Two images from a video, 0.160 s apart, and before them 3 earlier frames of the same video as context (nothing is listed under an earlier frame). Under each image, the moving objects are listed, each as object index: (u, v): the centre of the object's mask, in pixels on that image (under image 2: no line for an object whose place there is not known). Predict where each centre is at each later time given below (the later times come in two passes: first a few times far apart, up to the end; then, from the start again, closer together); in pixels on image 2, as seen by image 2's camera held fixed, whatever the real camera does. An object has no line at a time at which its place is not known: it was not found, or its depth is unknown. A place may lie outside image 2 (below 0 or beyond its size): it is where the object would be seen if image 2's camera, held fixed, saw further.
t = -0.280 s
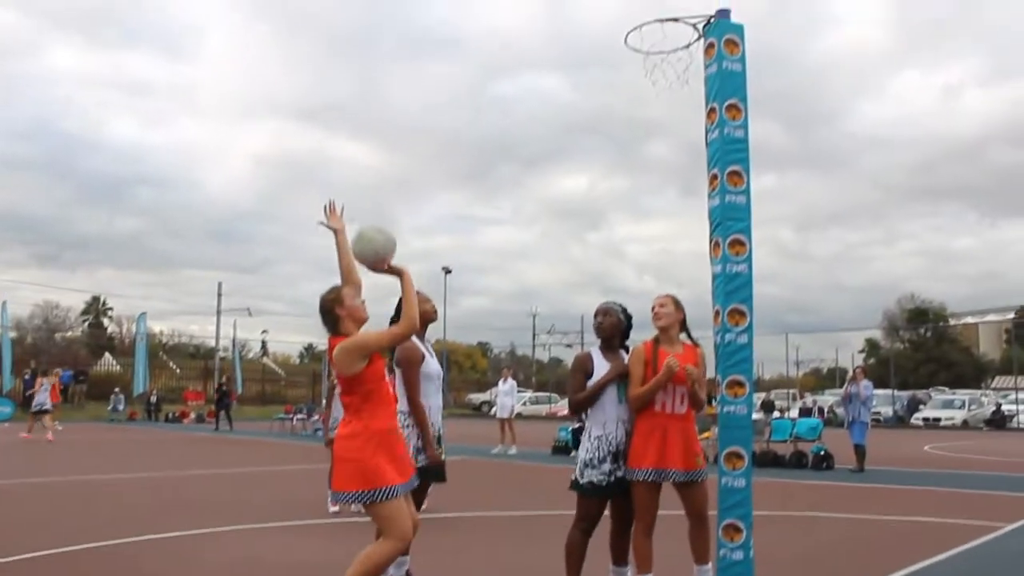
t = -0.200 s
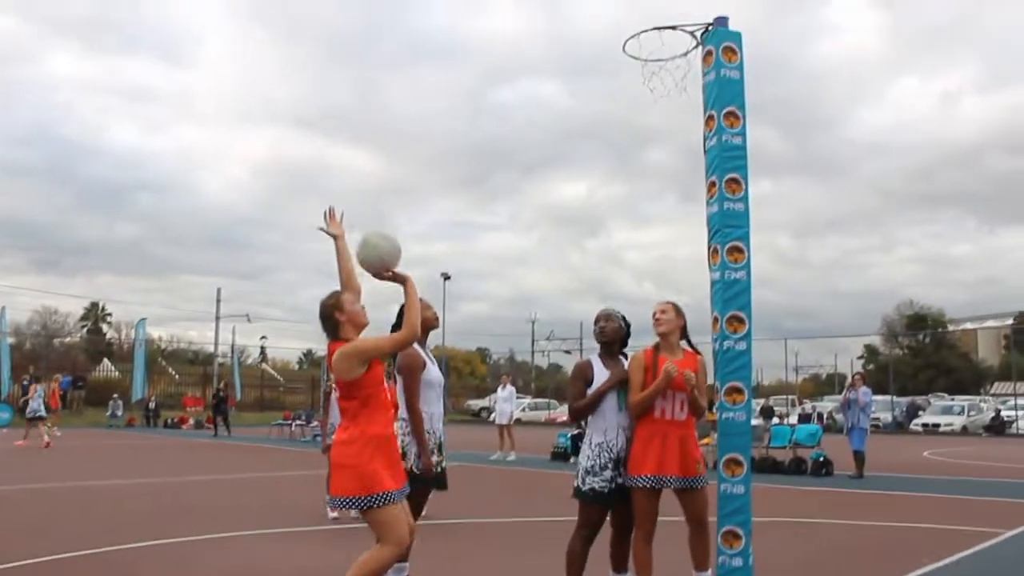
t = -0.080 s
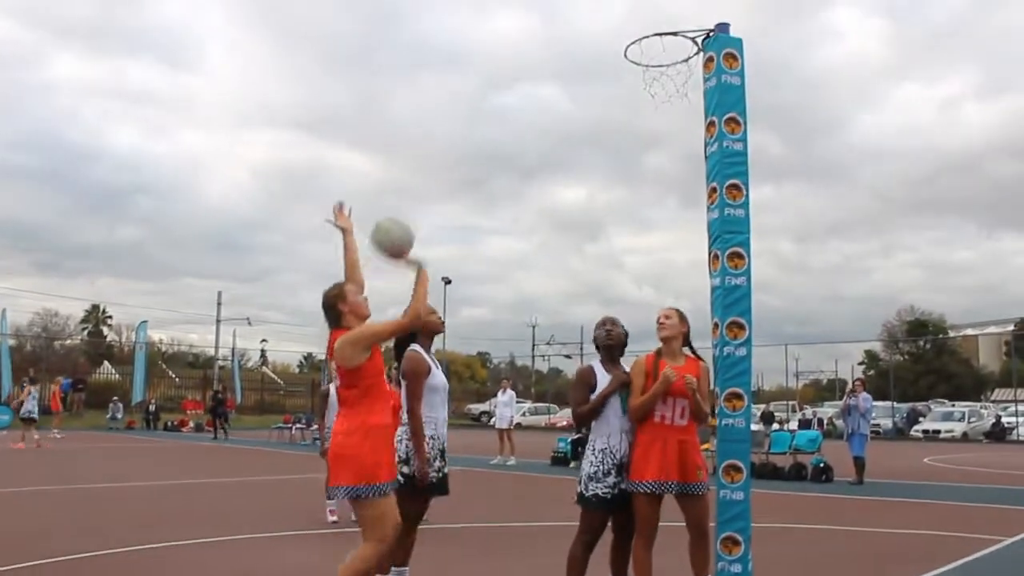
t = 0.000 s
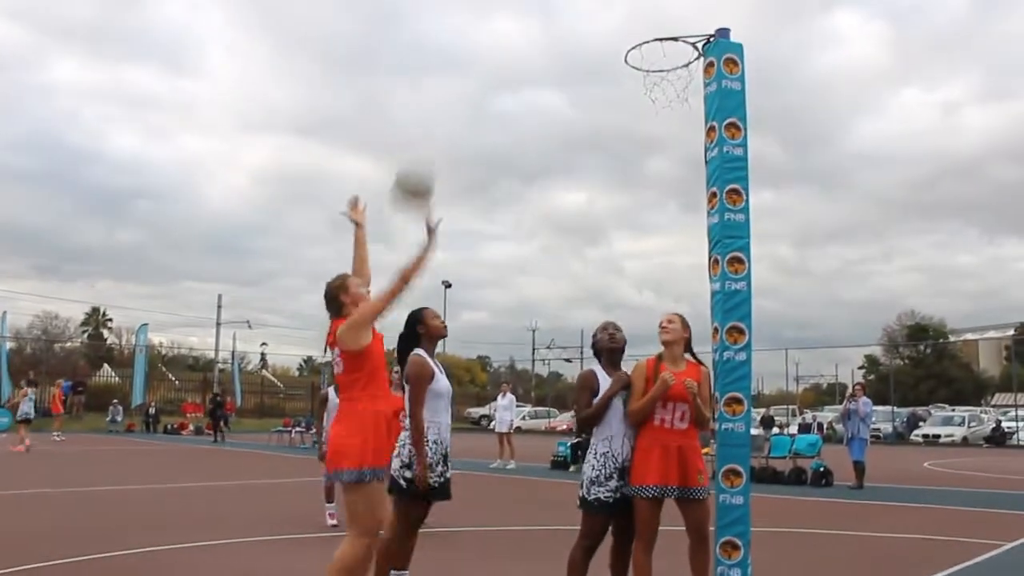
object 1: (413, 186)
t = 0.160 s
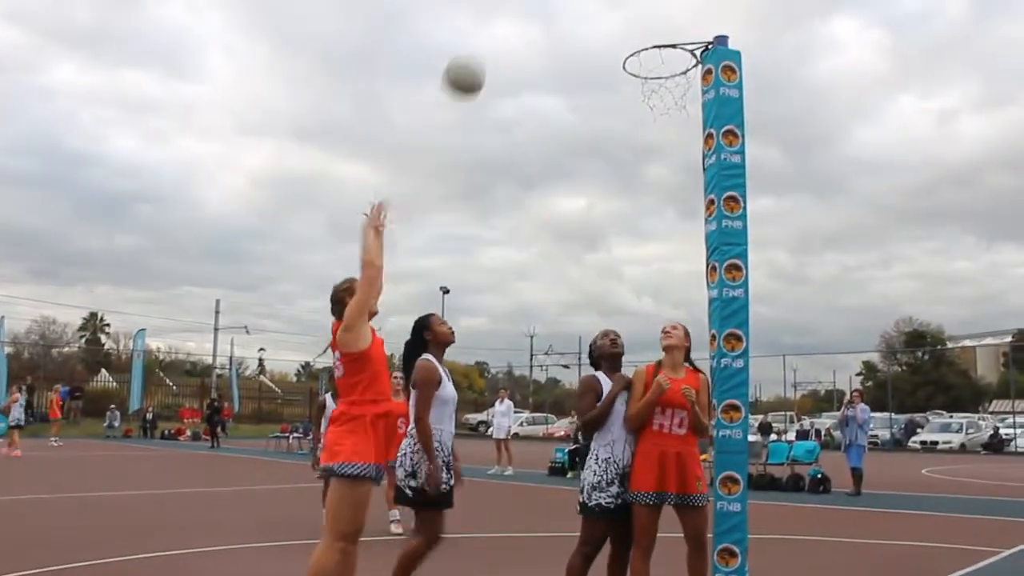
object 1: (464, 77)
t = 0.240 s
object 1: (489, 39)
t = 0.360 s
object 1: (526, 3)
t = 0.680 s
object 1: (620, 18)
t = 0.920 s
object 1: (686, 139)
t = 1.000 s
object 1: (697, 200)
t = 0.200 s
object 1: (476, 57)
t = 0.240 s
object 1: (489, 39)
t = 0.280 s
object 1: (502, 24)
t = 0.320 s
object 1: (514, 11)
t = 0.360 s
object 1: (526, 3)
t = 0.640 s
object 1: (609, 7)
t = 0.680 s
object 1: (620, 18)
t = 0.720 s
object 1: (632, 33)
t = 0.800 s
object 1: (655, 69)
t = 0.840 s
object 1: (668, 95)
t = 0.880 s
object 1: (679, 115)
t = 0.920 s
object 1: (686, 139)
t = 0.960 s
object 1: (692, 170)
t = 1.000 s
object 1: (697, 200)
